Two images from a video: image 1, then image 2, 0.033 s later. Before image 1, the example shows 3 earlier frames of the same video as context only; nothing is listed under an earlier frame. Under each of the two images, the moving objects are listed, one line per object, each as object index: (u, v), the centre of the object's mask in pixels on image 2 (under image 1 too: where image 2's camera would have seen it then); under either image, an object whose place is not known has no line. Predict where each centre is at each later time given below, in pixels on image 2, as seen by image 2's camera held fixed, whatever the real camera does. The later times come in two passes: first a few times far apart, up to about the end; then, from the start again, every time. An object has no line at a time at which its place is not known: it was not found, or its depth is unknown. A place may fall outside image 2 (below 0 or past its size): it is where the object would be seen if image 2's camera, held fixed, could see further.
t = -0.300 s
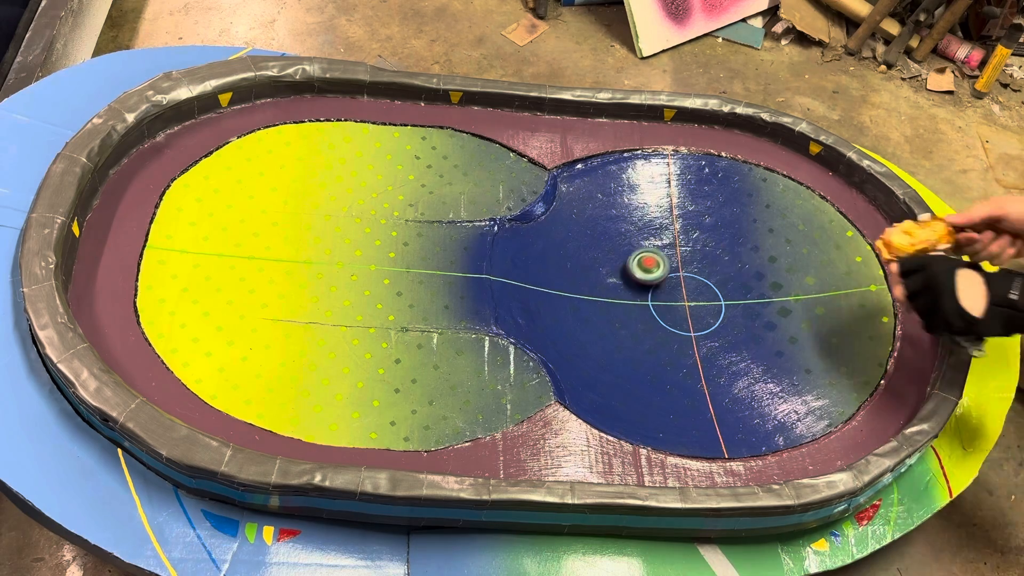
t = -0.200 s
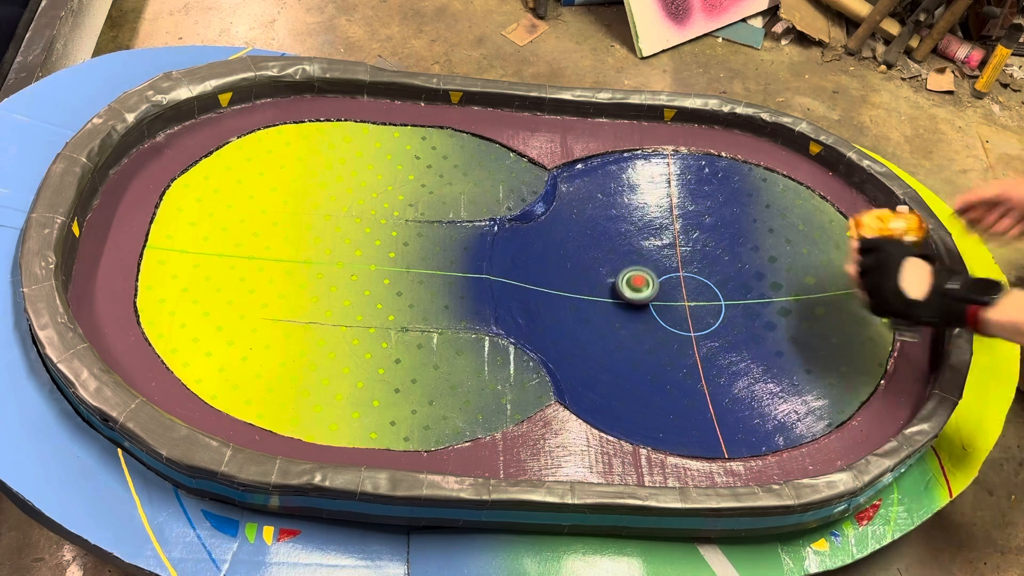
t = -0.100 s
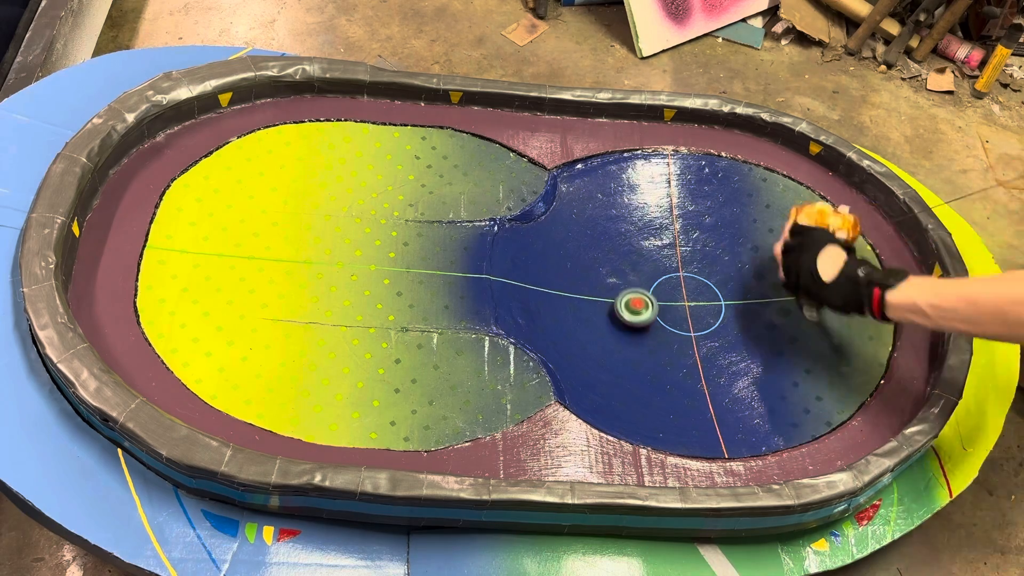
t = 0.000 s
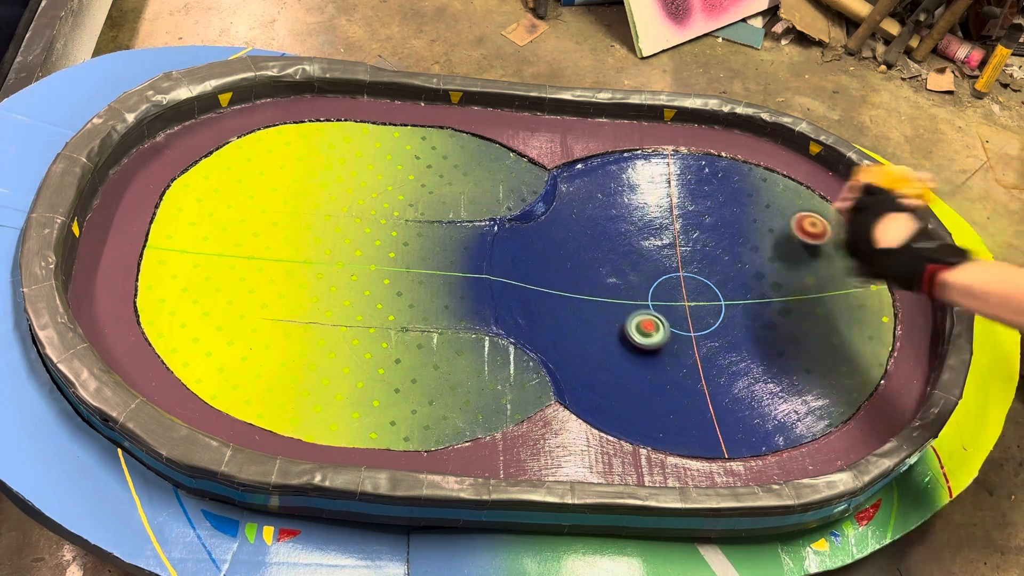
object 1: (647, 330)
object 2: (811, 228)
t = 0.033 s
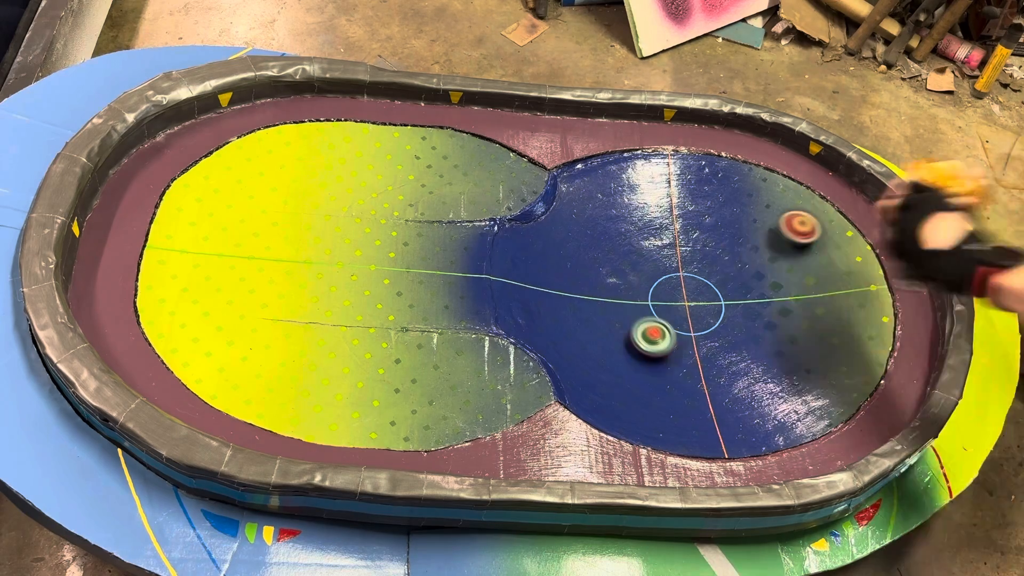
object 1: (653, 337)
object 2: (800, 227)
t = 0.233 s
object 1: (703, 368)
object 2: (716, 211)
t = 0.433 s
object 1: (755, 364)
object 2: (611, 218)
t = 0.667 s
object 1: (769, 326)
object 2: (552, 285)
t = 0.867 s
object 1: (739, 284)
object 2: (609, 367)
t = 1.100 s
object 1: (678, 267)
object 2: (767, 400)
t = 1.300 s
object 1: (636, 287)
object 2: (864, 342)
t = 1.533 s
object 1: (630, 323)
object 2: (862, 239)
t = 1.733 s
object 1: (654, 350)
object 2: (783, 162)
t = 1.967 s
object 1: (693, 360)
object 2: (639, 156)
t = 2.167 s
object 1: (718, 340)
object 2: (551, 229)
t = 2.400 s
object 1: (714, 304)
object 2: (606, 386)
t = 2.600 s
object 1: (680, 282)
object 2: (779, 439)
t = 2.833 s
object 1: (645, 280)
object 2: (899, 281)
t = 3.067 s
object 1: (625, 304)
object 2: (694, 130)
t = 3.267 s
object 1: (639, 324)
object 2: (436, 139)
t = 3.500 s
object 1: (667, 326)
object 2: (156, 176)
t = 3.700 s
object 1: (693, 321)
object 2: (138, 342)
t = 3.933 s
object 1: (702, 305)
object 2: (493, 425)
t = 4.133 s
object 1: (694, 292)
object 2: (812, 366)
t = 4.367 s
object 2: (843, 145)
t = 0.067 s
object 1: (660, 344)
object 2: (789, 222)
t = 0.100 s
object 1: (668, 350)
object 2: (775, 220)
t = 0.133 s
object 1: (676, 356)
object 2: (762, 216)
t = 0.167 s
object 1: (684, 360)
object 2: (747, 214)
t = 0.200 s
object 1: (694, 365)
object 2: (732, 213)
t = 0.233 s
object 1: (703, 368)
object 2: (716, 211)
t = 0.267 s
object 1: (713, 370)
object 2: (699, 211)
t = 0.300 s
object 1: (723, 371)
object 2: (682, 211)
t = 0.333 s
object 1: (731, 370)
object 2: (663, 212)
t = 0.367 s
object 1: (740, 369)
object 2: (645, 212)
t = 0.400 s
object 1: (748, 367)
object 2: (627, 215)
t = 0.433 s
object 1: (755, 364)
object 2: (611, 218)
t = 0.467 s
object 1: (760, 361)
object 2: (596, 223)
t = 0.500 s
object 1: (765, 357)
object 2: (583, 230)
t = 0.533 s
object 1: (768, 351)
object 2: (572, 239)
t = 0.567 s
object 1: (770, 345)
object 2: (563, 248)
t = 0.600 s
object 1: (770, 339)
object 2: (556, 260)
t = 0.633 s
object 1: (770, 332)
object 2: (552, 272)
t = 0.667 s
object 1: (769, 326)
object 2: (552, 285)
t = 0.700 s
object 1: (767, 319)
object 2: (555, 298)
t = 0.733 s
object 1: (764, 311)
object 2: (559, 314)
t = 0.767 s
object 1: (759, 304)
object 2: (568, 328)
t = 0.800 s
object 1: (753, 297)
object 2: (579, 342)
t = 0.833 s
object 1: (746, 290)
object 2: (593, 355)
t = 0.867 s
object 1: (739, 284)
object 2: (609, 367)
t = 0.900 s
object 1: (731, 279)
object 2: (629, 378)
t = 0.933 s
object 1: (723, 275)
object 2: (649, 388)
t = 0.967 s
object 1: (714, 271)
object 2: (673, 395)
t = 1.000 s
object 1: (705, 269)
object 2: (696, 399)
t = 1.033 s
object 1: (696, 267)
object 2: (720, 402)
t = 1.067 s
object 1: (687, 266)
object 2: (744, 402)
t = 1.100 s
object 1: (678, 267)
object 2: (767, 400)
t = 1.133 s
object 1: (669, 268)
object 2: (790, 395)
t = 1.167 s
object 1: (661, 270)
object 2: (810, 387)
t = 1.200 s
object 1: (653, 273)
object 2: (827, 379)
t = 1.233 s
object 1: (647, 277)
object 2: (843, 368)
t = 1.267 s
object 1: (641, 281)
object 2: (855, 356)
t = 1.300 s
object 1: (636, 287)
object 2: (864, 342)
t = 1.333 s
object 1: (632, 292)
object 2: (873, 327)
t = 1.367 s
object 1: (629, 297)
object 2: (877, 313)
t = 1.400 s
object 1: (627, 303)
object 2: (879, 298)
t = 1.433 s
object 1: (627, 308)
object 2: (878, 283)
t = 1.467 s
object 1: (628, 313)
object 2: (876, 268)
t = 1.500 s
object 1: (629, 318)
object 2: (870, 253)
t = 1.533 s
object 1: (630, 323)
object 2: (862, 239)
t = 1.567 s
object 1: (633, 328)
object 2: (853, 225)
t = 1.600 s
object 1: (637, 333)
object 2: (842, 211)
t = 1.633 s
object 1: (640, 337)
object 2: (829, 197)
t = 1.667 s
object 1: (644, 342)
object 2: (815, 185)
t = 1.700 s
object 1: (649, 346)
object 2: (800, 173)
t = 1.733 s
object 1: (654, 350)
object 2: (783, 162)
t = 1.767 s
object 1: (660, 354)
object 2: (765, 155)
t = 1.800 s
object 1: (666, 357)
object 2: (746, 150)
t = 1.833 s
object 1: (672, 359)
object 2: (726, 149)
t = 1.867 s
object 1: (677, 361)
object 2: (705, 149)
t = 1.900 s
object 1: (683, 361)
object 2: (684, 150)
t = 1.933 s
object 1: (688, 361)
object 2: (661, 152)
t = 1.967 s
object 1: (693, 360)
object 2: (639, 156)
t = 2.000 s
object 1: (699, 359)
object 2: (618, 162)
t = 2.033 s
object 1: (704, 356)
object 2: (600, 170)
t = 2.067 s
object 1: (708, 354)
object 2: (581, 180)
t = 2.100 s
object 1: (712, 350)
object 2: (566, 193)
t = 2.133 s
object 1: (715, 345)
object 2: (559, 208)
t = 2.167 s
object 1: (718, 340)
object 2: (551, 229)
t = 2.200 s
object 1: (720, 335)
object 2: (548, 249)
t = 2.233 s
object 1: (722, 330)
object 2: (548, 271)
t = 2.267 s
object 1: (722, 325)
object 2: (551, 294)
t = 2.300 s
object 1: (721, 319)
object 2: (559, 318)
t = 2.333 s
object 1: (720, 314)
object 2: (571, 341)
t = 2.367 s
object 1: (717, 309)
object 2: (586, 365)
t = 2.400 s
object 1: (714, 304)
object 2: (606, 386)
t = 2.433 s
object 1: (709, 300)
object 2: (628, 407)
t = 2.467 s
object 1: (703, 295)
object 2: (654, 425)
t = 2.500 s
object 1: (697, 291)
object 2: (683, 438)
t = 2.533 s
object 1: (691, 287)
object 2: (715, 444)
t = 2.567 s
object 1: (686, 284)
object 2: (748, 442)
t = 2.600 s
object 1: (680, 282)
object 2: (779, 439)
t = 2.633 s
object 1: (674, 280)
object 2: (812, 431)
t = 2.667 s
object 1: (669, 279)
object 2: (842, 417)
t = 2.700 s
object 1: (664, 278)
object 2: (864, 397)
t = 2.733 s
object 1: (659, 278)
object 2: (884, 373)
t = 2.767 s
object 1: (654, 278)
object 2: (896, 346)
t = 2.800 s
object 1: (650, 279)
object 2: (901, 315)
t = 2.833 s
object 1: (645, 280)
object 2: (899, 281)
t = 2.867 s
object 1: (641, 283)
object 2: (889, 248)
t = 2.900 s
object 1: (636, 285)
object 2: (879, 219)
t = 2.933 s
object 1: (632, 288)
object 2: (852, 194)
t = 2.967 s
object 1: (629, 292)
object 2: (813, 173)
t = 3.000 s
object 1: (627, 295)
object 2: (772, 155)
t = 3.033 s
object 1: (625, 299)
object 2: (733, 142)
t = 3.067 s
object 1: (625, 304)
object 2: (694, 130)
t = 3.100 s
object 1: (626, 308)
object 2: (649, 130)
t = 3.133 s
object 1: (628, 313)
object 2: (605, 131)
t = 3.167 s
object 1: (631, 317)
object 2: (561, 132)
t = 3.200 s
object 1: (633, 320)
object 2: (519, 131)
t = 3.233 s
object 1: (636, 322)
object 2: (478, 134)
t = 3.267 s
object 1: (639, 324)
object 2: (436, 139)
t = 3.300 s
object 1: (642, 325)
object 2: (394, 144)
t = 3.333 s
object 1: (646, 327)
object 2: (353, 148)
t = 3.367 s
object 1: (650, 327)
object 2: (312, 152)
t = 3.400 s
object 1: (654, 327)
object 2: (273, 158)
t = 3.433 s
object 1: (658, 327)
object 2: (233, 163)
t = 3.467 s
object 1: (662, 326)
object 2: (190, 170)
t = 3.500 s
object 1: (667, 326)
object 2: (156, 176)
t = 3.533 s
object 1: (672, 326)
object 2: (127, 187)
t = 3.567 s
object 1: (677, 326)
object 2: (112, 209)
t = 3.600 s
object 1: (681, 325)
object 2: (117, 243)
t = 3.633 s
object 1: (686, 324)
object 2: (121, 274)
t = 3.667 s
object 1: (690, 323)
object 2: (128, 307)
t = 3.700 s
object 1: (693, 321)
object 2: (138, 342)
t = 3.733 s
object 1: (696, 319)
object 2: (153, 376)
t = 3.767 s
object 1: (698, 318)
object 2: (201, 396)
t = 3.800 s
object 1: (700, 315)
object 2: (259, 414)
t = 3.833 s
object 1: (701, 312)
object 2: (317, 427)
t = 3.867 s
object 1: (702, 310)
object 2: (375, 432)
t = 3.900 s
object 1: (702, 307)
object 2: (436, 430)
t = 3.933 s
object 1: (702, 305)
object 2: (493, 425)
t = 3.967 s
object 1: (701, 302)
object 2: (552, 414)
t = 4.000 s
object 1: (701, 300)
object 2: (611, 410)
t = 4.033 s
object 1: (699, 298)
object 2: (662, 409)
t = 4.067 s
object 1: (698, 296)
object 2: (713, 399)
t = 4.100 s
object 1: (696, 293)
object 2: (764, 384)
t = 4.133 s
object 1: (694, 292)
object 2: (812, 366)
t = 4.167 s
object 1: (692, 290)
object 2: (854, 345)
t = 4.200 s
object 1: (691, 288)
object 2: (896, 321)
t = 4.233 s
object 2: (923, 292)
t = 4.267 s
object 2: (914, 245)
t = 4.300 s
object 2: (894, 206)
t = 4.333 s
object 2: (871, 176)
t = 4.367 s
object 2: (843, 145)
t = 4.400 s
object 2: (805, 116)
